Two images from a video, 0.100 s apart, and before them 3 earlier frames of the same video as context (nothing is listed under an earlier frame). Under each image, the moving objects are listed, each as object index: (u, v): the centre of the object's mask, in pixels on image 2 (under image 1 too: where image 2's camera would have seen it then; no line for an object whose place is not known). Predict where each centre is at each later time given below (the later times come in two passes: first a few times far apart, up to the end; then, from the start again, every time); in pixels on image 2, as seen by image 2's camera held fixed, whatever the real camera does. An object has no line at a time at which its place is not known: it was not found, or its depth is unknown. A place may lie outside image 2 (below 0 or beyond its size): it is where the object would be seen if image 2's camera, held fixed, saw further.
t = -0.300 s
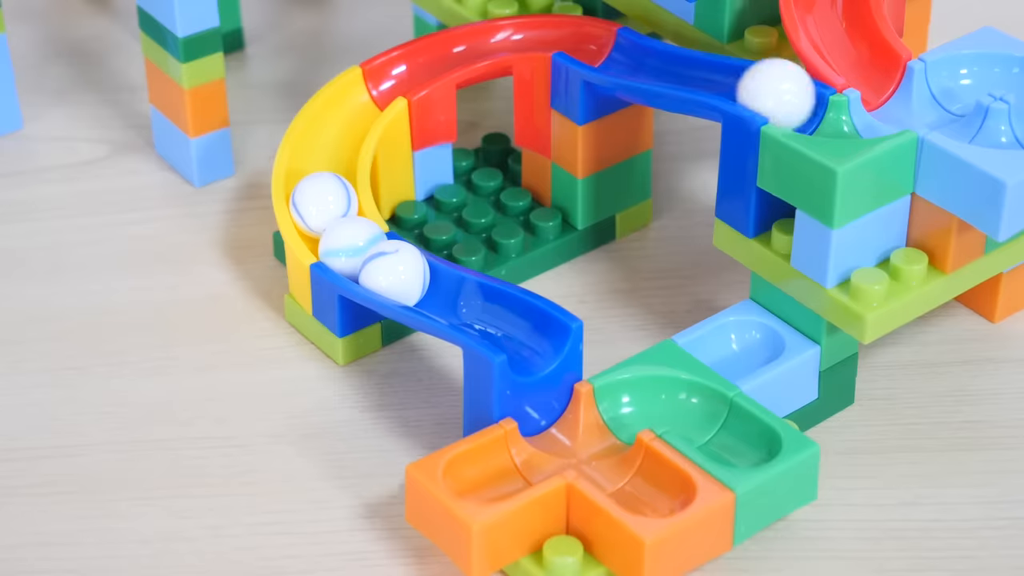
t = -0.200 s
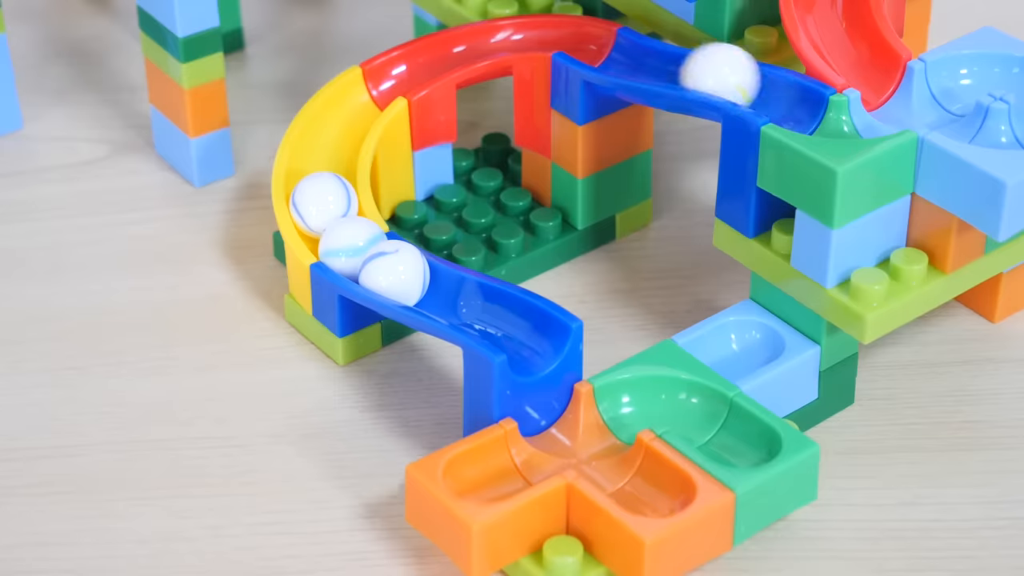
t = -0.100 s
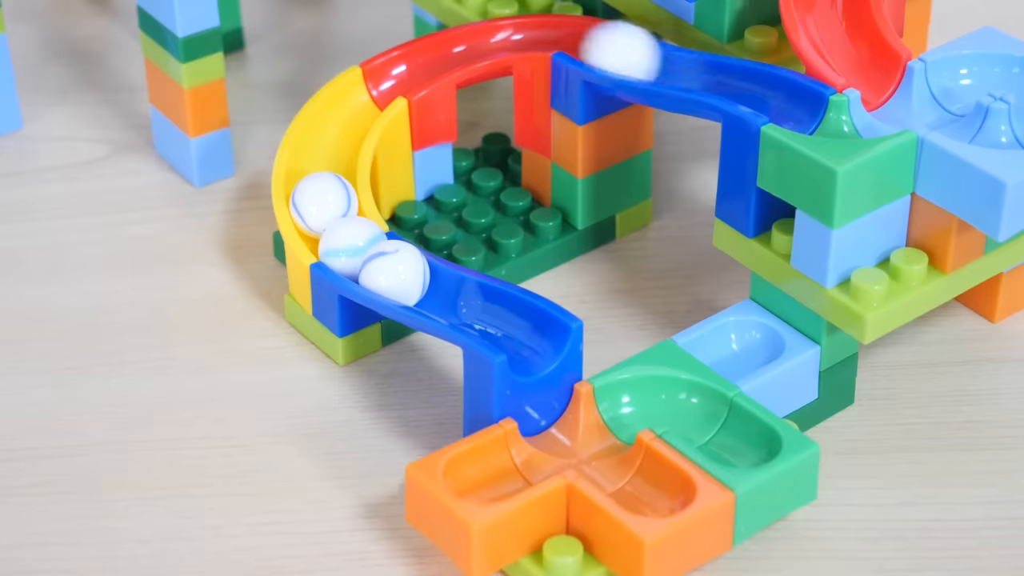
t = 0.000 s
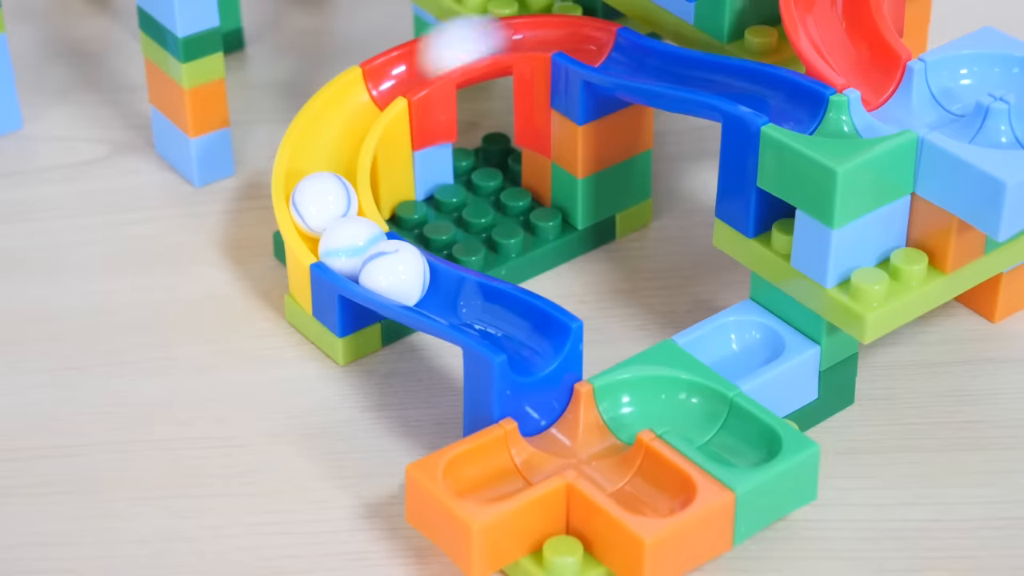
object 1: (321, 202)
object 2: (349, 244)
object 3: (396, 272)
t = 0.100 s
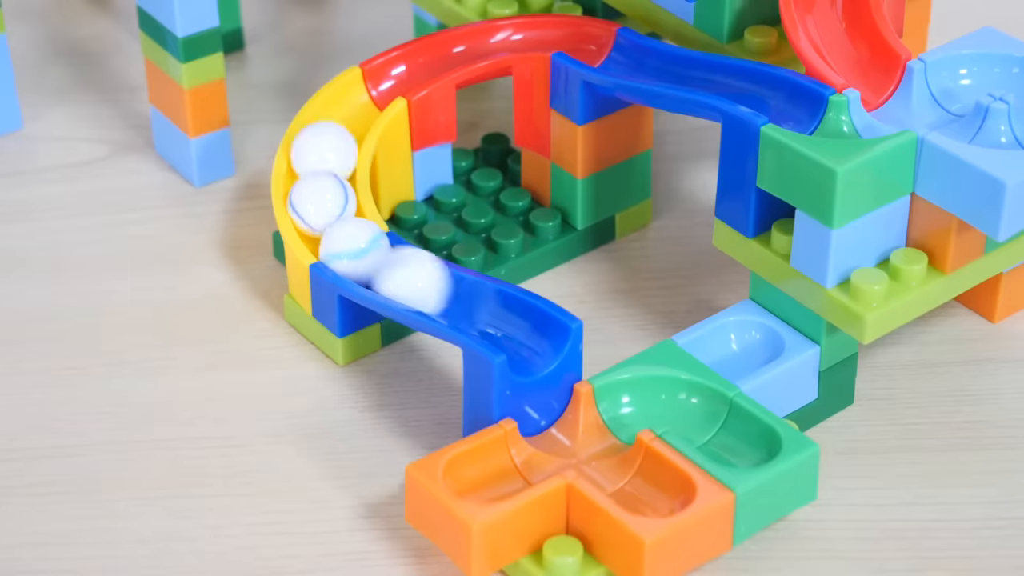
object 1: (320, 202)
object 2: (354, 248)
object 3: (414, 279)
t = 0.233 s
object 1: (341, 238)
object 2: (389, 268)
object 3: (465, 299)
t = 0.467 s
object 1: (351, 246)
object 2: (390, 267)
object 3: (441, 290)
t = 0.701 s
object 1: (334, 229)
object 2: (371, 258)
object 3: (419, 282)
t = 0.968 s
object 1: (334, 229)
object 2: (371, 258)
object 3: (419, 282)
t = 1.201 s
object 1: (333, 229)
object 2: (371, 258)
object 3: (419, 282)
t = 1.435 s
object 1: (333, 228)
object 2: (371, 258)
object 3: (419, 282)
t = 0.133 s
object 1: (326, 210)
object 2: (363, 255)
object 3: (438, 288)
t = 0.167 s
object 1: (327, 219)
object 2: (369, 259)
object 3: (454, 294)
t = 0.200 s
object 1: (333, 230)
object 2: (379, 264)
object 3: (462, 297)
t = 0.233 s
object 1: (341, 238)
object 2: (389, 268)
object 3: (465, 299)
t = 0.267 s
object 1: (352, 246)
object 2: (398, 272)
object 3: (462, 297)
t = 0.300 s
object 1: (360, 252)
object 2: (400, 271)
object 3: (454, 294)
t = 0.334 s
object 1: (364, 254)
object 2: (404, 273)
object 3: (455, 295)
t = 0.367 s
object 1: (363, 253)
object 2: (403, 273)
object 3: (454, 295)
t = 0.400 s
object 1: (360, 251)
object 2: (400, 271)
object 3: (451, 293)
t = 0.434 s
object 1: (355, 248)
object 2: (396, 270)
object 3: (449, 292)
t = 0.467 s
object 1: (351, 246)
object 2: (390, 267)
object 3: (441, 290)
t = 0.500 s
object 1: (345, 243)
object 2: (384, 264)
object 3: (433, 287)
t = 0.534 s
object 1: (340, 237)
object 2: (379, 262)
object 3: (428, 285)
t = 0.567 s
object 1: (336, 234)
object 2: (375, 260)
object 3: (423, 283)
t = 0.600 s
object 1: (334, 230)
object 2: (372, 258)
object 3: (421, 282)
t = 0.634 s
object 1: (334, 229)
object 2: (371, 258)
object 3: (419, 282)
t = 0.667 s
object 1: (334, 229)
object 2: (371, 258)
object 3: (419, 282)
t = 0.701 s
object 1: (334, 229)
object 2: (371, 258)
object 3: (419, 282)
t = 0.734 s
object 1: (334, 229)
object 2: (371, 258)
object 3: (419, 282)
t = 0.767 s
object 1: (334, 229)
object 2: (371, 258)
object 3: (419, 282)
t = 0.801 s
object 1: (334, 230)
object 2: (371, 258)
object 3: (419, 282)
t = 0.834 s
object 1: (334, 230)
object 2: (371, 258)
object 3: (419, 282)
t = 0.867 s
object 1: (334, 229)
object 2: (371, 258)
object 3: (419, 282)
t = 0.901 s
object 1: (334, 229)
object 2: (371, 258)
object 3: (419, 282)
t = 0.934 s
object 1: (334, 229)
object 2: (371, 258)
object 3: (419, 282)
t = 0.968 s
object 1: (334, 229)
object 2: (371, 258)
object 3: (419, 282)
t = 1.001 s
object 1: (334, 229)
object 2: (371, 258)
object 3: (419, 282)
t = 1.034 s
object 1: (334, 229)
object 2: (371, 258)
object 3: (419, 282)
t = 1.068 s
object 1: (333, 229)
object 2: (371, 258)
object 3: (419, 282)
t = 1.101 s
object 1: (333, 229)
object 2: (371, 258)
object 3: (419, 282)
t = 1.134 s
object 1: (333, 229)
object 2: (371, 258)
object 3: (419, 282)
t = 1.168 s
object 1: (333, 229)
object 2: (371, 258)
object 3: (419, 282)
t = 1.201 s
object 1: (333, 229)
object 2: (371, 258)
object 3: (419, 282)
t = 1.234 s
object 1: (333, 228)
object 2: (371, 257)
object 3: (419, 282)
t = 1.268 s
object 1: (333, 228)
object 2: (371, 258)
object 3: (419, 282)
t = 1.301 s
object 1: (333, 228)
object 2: (371, 258)
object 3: (419, 282)
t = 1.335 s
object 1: (333, 228)
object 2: (371, 258)
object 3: (419, 282)
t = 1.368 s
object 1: (333, 228)
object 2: (371, 258)
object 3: (419, 282)
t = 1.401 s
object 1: (333, 228)
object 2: (371, 258)
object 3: (419, 282)
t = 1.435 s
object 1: (333, 228)
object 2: (371, 258)
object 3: (419, 282)
